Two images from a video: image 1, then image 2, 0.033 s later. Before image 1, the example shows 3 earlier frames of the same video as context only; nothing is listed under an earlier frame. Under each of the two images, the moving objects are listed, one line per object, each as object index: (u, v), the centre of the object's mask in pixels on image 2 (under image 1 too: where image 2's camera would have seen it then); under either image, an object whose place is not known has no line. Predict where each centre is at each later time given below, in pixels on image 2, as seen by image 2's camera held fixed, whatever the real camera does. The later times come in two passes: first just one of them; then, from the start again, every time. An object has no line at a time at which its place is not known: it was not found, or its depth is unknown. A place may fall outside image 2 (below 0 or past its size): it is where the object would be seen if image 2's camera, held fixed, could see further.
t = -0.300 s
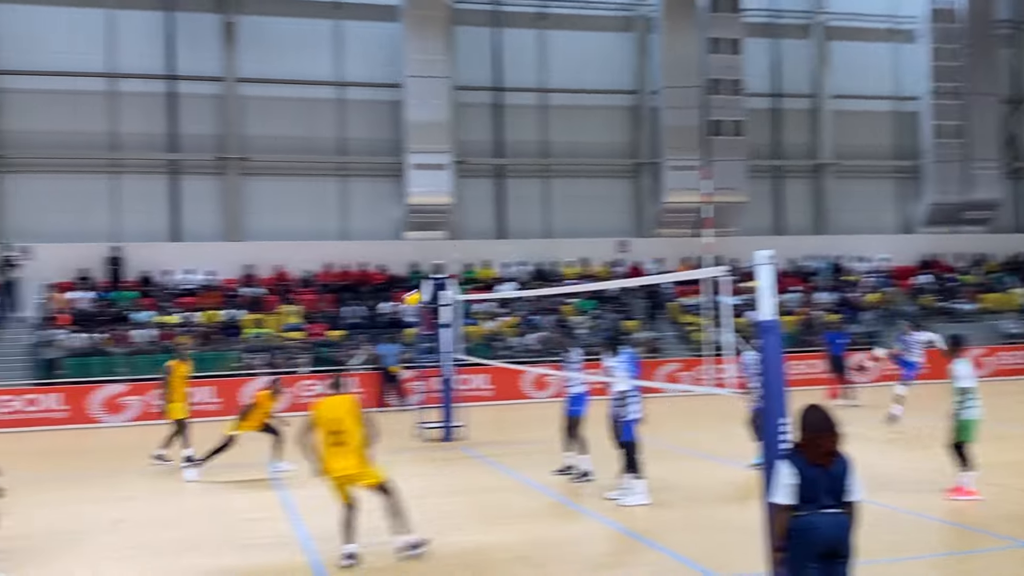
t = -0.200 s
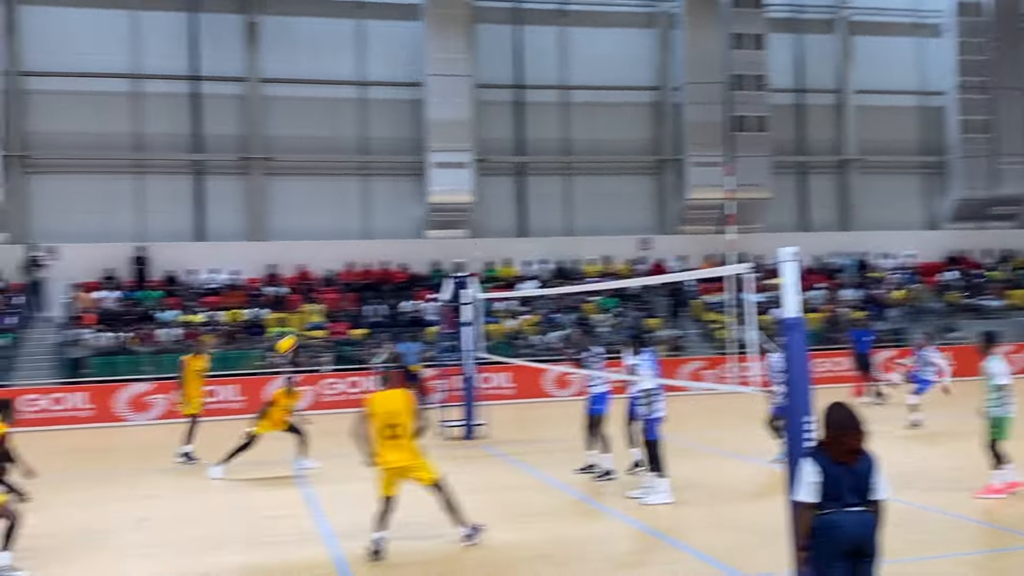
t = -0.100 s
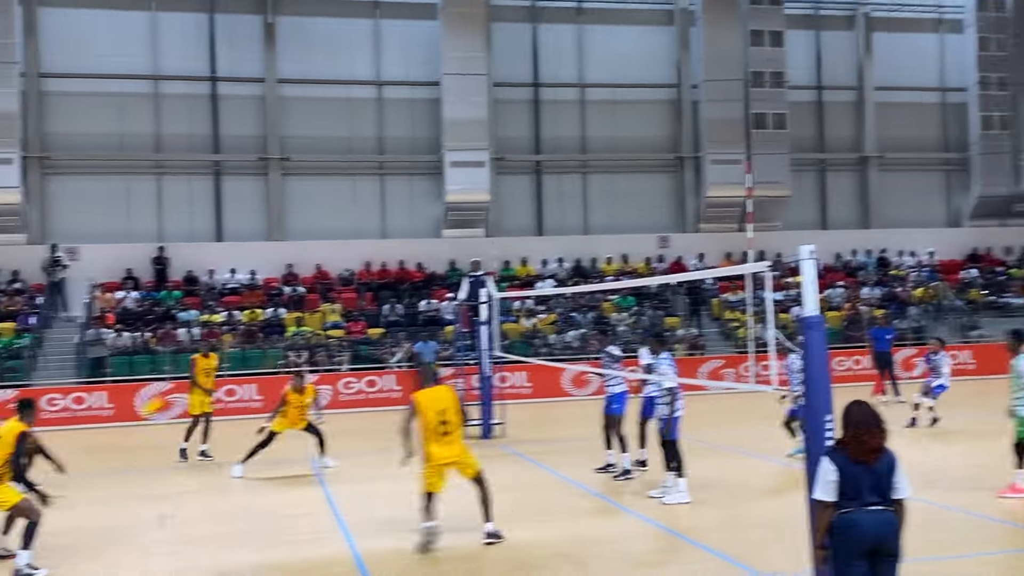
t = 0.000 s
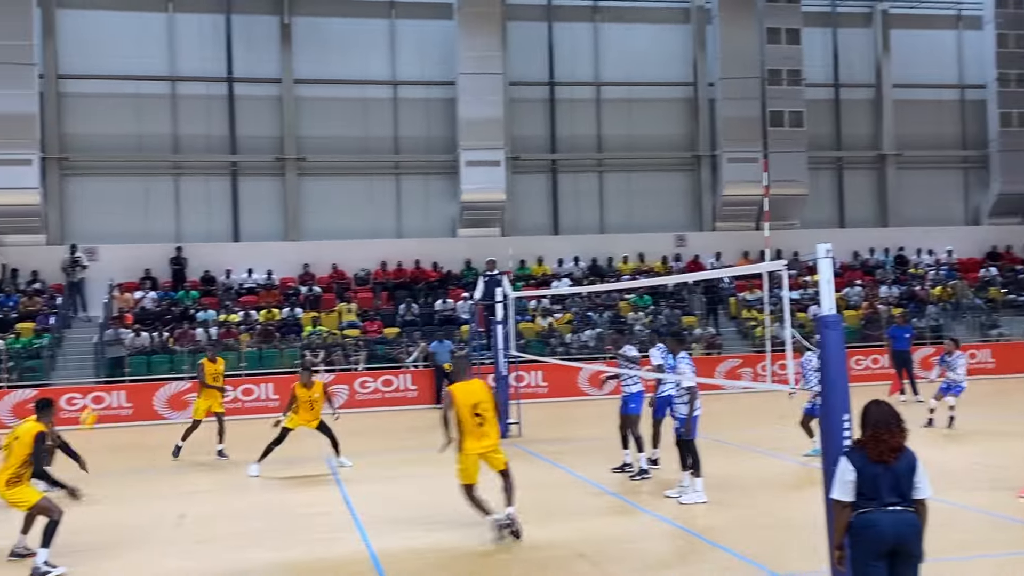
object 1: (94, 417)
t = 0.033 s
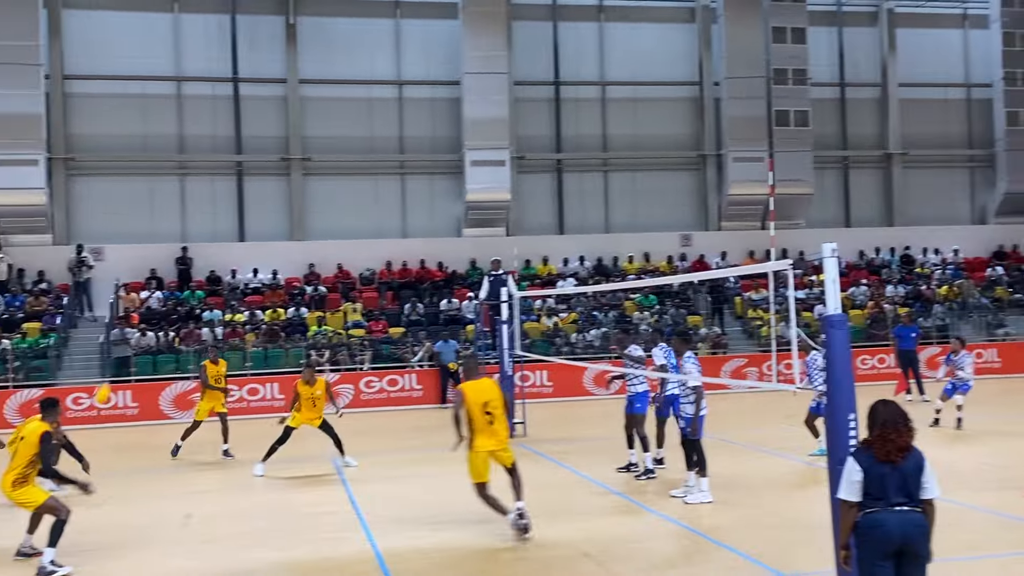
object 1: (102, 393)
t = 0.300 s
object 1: (155, 234)
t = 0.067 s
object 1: (109, 370)
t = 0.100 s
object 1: (116, 348)
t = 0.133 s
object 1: (124, 327)
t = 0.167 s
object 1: (130, 308)
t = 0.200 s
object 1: (136, 287)
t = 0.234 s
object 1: (144, 268)
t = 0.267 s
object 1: (149, 250)
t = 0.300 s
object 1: (155, 234)
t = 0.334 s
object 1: (161, 217)
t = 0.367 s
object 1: (167, 203)
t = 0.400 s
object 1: (173, 188)
